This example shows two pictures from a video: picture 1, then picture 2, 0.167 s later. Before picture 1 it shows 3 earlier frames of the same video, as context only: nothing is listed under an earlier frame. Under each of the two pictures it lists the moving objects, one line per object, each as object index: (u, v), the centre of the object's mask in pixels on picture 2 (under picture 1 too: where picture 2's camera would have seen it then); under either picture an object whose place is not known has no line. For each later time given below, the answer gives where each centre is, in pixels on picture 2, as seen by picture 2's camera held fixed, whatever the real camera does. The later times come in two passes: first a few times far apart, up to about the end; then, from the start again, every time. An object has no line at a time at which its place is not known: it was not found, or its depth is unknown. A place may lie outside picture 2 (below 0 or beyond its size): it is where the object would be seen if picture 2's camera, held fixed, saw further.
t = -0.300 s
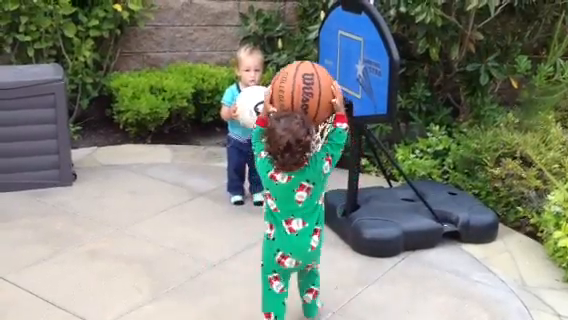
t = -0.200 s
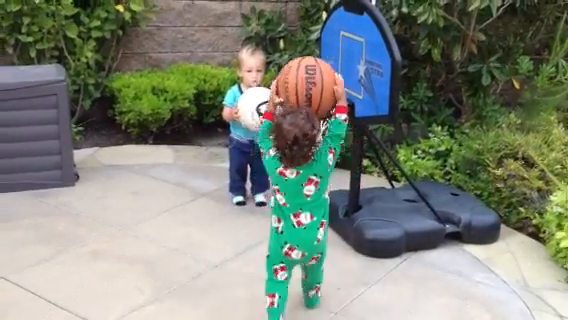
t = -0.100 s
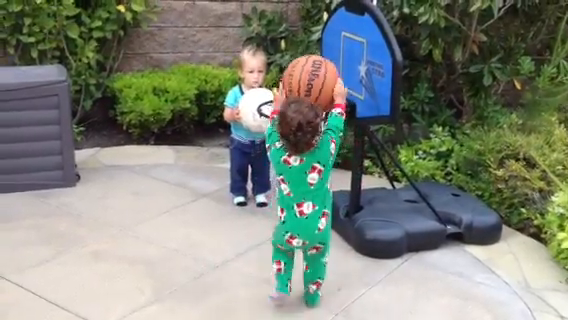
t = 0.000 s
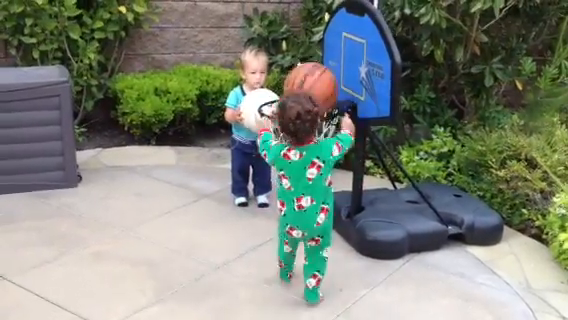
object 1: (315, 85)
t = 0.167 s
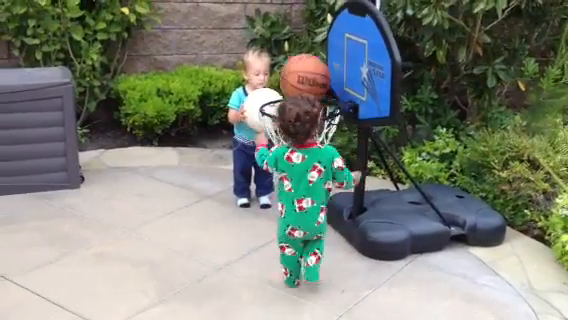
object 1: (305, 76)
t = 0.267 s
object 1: (293, 73)
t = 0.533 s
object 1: (269, 83)
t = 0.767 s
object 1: (251, 100)
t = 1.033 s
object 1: (228, 201)
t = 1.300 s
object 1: (208, 196)
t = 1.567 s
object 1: (188, 219)
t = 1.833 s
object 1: (167, 228)
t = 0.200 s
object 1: (301, 73)
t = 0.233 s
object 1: (296, 73)
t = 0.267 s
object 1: (293, 73)
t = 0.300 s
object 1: (289, 74)
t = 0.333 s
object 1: (286, 73)
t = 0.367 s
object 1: (283, 74)
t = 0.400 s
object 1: (280, 76)
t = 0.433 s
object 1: (276, 79)
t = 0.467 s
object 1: (274, 79)
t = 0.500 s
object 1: (272, 81)
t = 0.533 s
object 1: (269, 83)
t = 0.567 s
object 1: (267, 85)
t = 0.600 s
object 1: (265, 86)
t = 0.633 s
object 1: (263, 88)
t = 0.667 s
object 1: (260, 90)
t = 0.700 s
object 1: (258, 93)
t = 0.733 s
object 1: (254, 96)
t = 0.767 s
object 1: (251, 100)
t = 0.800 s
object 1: (248, 106)
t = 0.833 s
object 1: (245, 113)
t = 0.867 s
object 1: (242, 123)
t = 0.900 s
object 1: (240, 134)
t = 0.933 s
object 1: (237, 147)
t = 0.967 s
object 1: (234, 162)
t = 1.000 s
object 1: (231, 181)
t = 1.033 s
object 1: (228, 201)
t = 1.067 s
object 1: (224, 211)
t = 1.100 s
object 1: (222, 202)
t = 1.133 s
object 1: (220, 196)
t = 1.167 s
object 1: (217, 192)
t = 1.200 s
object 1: (215, 190)
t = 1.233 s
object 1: (213, 190)
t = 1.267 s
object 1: (211, 191)
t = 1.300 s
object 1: (208, 196)
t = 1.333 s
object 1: (205, 202)
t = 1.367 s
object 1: (203, 212)
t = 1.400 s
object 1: (200, 215)
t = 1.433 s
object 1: (198, 211)
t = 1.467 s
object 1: (195, 210)
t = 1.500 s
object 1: (193, 211)
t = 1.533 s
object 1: (190, 214)
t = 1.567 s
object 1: (188, 219)
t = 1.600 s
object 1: (185, 221)
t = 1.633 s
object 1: (183, 220)
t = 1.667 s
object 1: (180, 221)
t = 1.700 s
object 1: (177, 224)
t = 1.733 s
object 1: (175, 224)
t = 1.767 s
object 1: (172, 226)
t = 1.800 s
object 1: (169, 227)
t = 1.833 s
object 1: (167, 228)
